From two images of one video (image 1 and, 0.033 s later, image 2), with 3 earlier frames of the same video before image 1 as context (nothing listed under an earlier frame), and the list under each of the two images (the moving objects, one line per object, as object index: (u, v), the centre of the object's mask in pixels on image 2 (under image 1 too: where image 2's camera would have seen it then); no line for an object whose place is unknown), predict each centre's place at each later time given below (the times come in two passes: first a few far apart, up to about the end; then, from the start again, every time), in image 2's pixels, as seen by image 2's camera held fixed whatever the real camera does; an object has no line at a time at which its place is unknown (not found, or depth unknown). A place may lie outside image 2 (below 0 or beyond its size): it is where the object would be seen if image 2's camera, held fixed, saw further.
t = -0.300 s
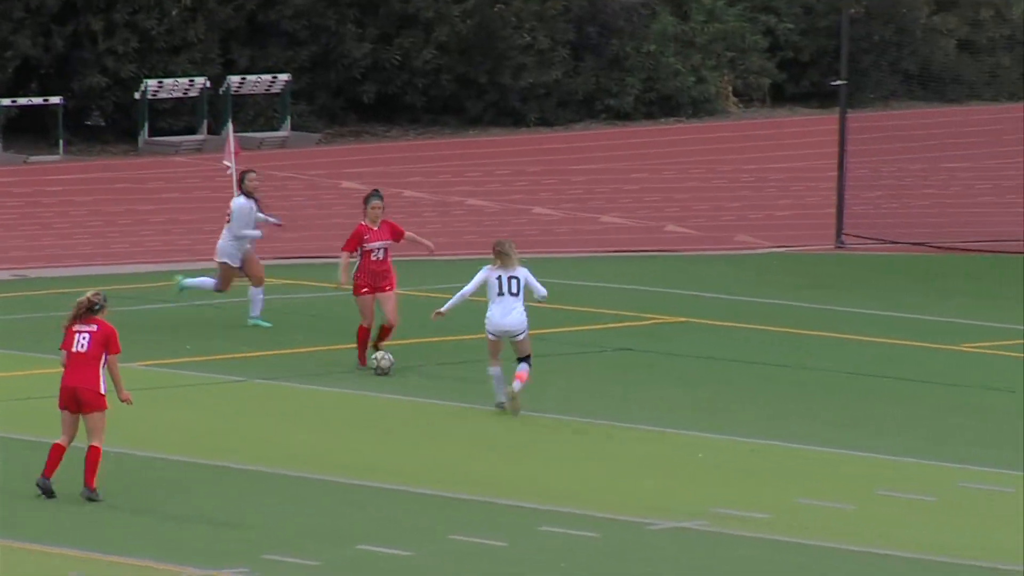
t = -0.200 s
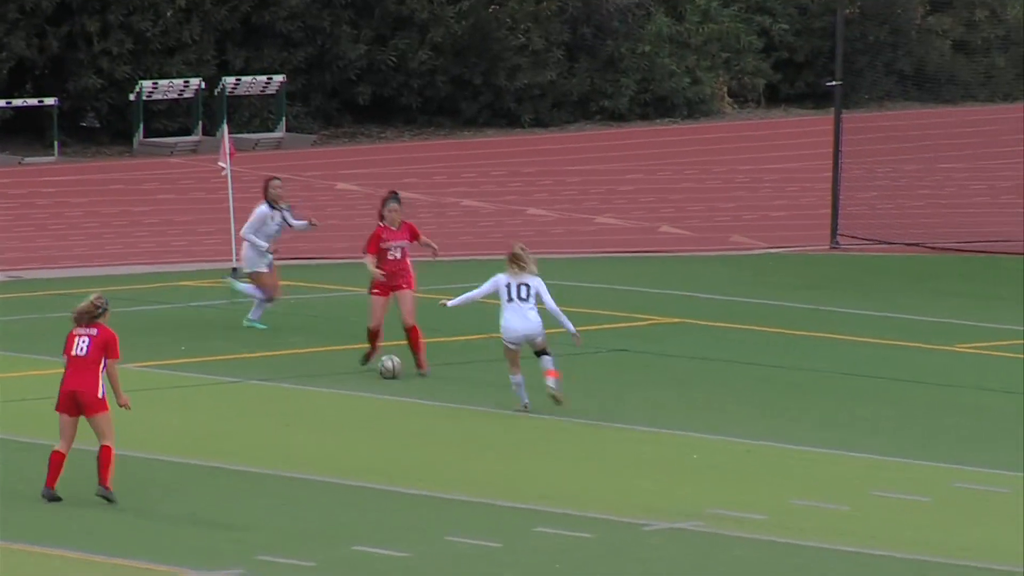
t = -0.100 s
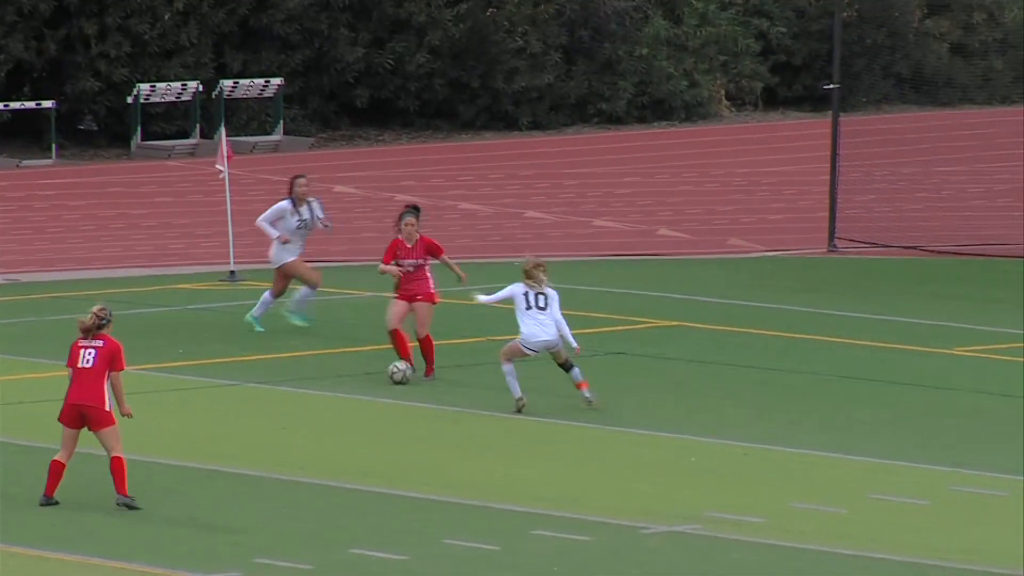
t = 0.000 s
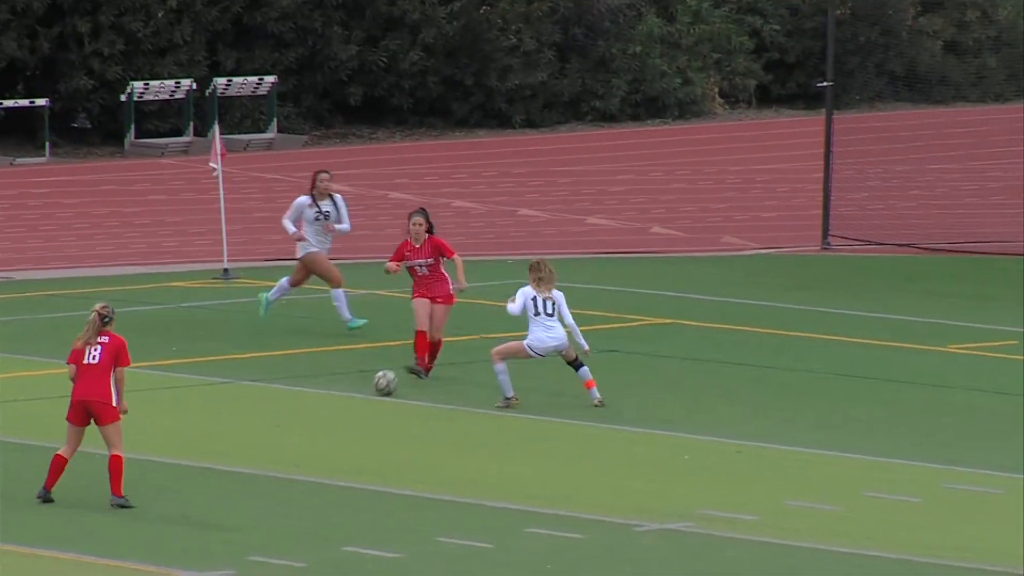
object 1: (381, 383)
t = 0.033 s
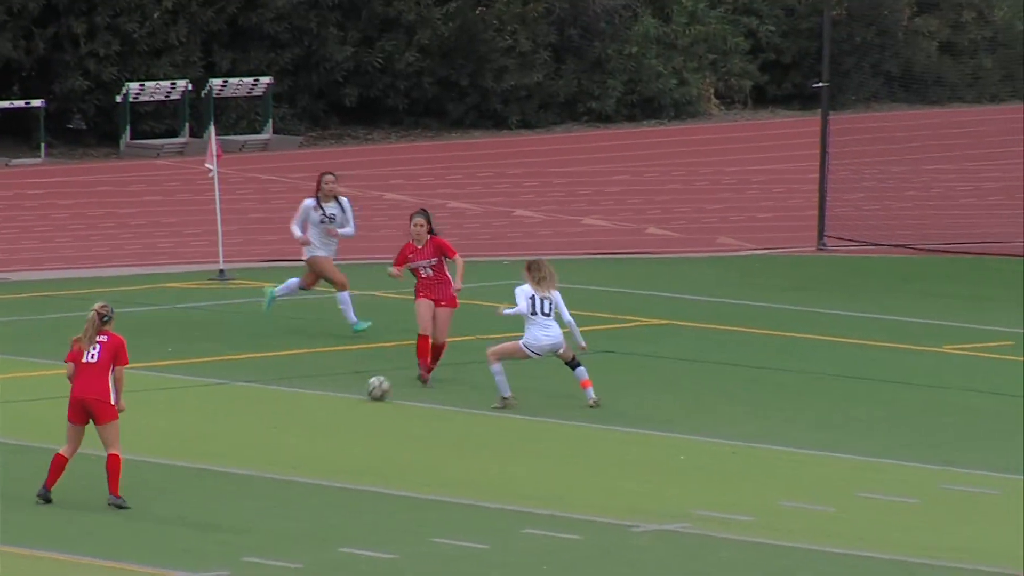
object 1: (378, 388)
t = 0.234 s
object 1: (362, 414)
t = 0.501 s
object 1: (350, 440)
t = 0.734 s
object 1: (348, 462)
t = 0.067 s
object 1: (375, 390)
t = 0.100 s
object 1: (372, 393)
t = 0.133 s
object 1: (369, 397)
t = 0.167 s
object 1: (367, 403)
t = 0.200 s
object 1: (364, 410)
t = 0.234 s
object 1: (362, 414)
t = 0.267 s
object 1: (359, 416)
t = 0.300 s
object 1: (358, 418)
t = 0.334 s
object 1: (356, 423)
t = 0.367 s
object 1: (354, 429)
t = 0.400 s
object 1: (353, 434)
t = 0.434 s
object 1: (351, 436)
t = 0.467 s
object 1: (351, 437)
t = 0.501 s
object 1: (350, 440)
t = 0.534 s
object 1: (349, 445)
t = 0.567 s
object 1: (348, 451)
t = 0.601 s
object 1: (349, 455)
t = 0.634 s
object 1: (349, 455)
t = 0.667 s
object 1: (349, 456)
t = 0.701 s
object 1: (348, 458)
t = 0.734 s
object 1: (348, 462)
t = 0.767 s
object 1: (348, 467)
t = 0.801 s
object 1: (347, 475)
